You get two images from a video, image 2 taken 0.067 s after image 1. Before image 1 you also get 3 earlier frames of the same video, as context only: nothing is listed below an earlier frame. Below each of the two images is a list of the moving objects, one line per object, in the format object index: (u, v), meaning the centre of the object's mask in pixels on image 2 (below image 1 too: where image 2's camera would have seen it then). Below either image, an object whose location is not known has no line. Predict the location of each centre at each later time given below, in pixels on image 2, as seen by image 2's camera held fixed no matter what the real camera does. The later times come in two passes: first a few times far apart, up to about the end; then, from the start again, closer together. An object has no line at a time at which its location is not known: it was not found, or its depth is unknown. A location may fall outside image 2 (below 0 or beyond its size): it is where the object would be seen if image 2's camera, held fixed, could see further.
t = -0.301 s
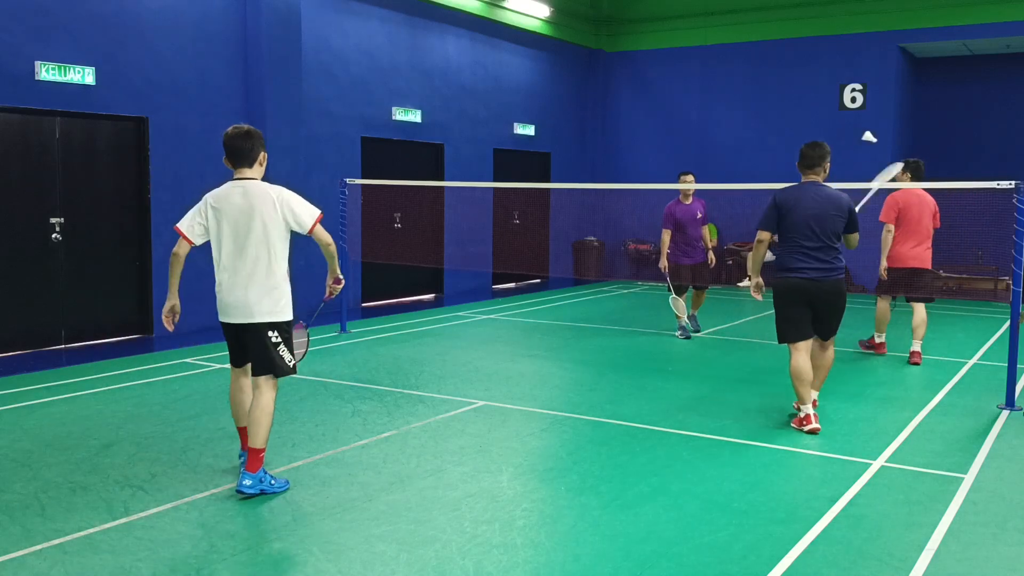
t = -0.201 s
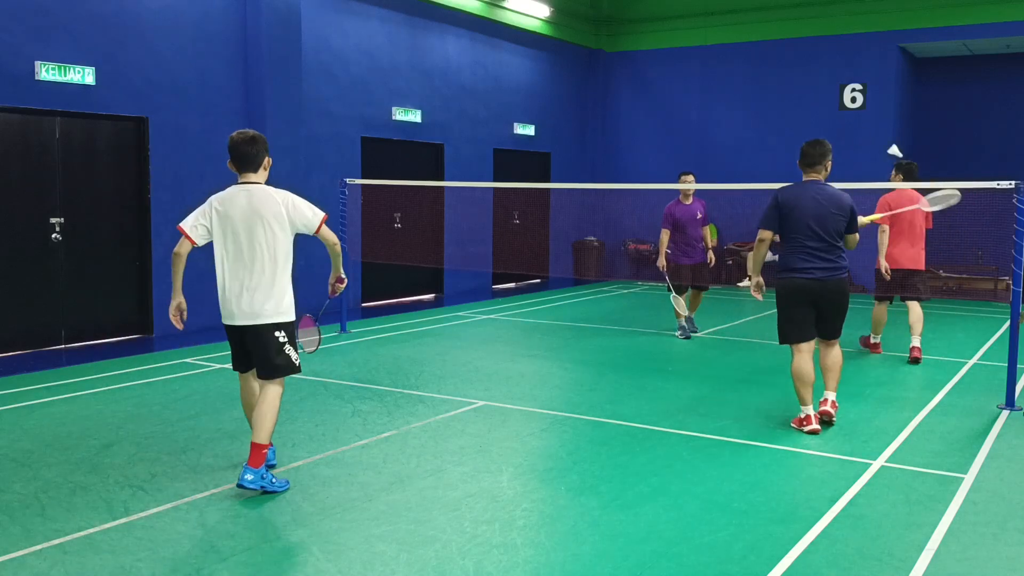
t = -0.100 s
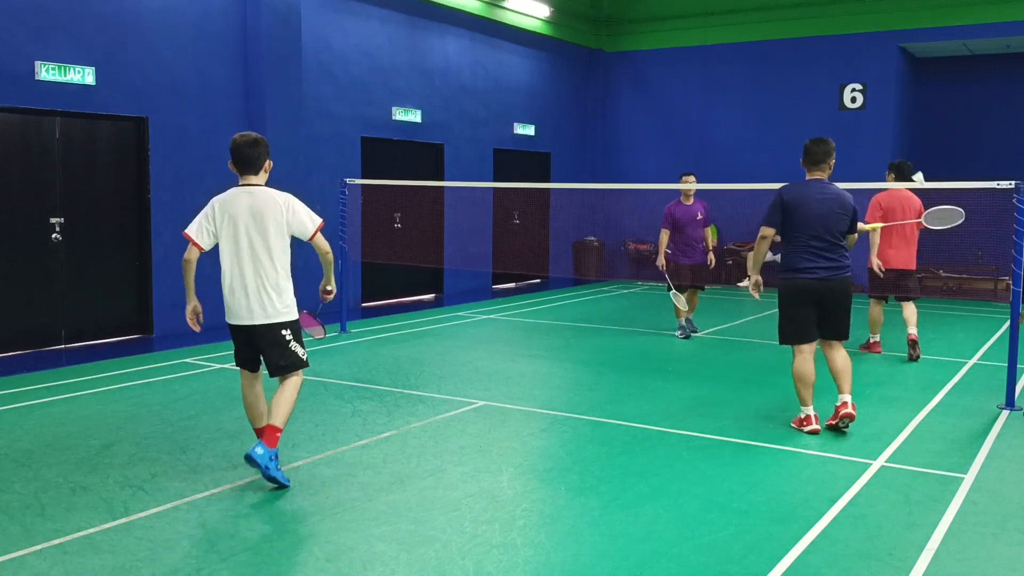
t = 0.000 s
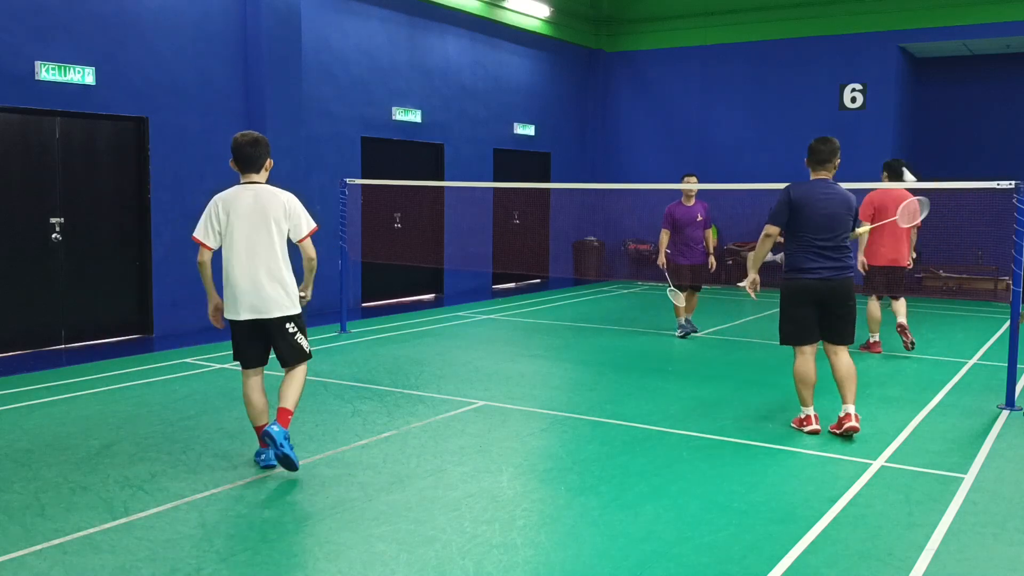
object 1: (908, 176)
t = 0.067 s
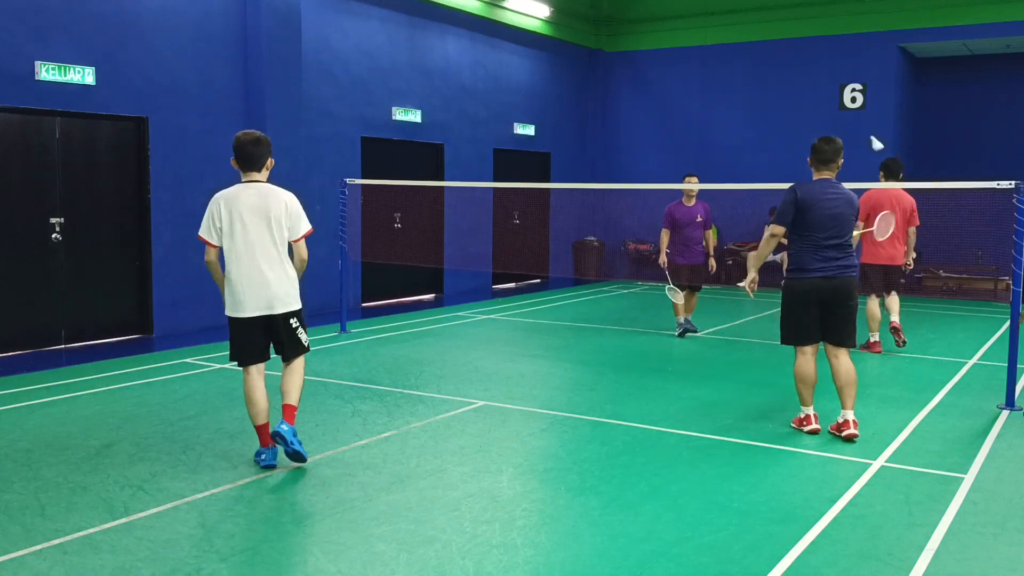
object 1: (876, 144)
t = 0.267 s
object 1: (809, 101)
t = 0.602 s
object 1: (735, 145)
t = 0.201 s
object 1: (827, 106)
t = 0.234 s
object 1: (818, 103)
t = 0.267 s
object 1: (809, 101)
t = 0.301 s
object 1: (800, 101)
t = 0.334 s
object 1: (792, 102)
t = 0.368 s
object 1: (783, 104)
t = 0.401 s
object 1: (775, 107)
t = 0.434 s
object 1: (768, 111)
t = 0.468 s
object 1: (760, 116)
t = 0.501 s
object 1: (754, 122)
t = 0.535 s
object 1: (747, 129)
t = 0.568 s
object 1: (741, 136)
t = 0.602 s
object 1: (735, 145)
